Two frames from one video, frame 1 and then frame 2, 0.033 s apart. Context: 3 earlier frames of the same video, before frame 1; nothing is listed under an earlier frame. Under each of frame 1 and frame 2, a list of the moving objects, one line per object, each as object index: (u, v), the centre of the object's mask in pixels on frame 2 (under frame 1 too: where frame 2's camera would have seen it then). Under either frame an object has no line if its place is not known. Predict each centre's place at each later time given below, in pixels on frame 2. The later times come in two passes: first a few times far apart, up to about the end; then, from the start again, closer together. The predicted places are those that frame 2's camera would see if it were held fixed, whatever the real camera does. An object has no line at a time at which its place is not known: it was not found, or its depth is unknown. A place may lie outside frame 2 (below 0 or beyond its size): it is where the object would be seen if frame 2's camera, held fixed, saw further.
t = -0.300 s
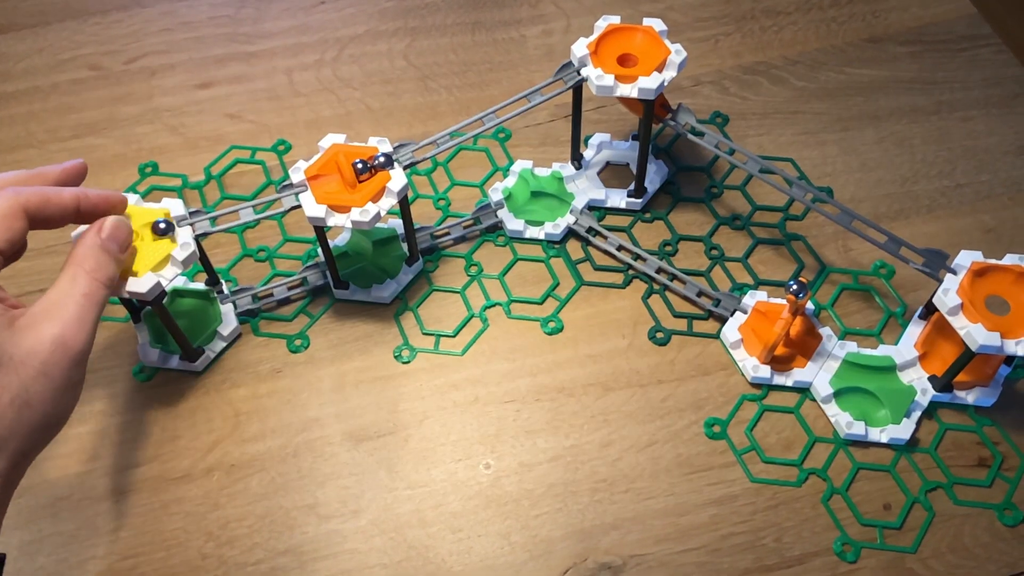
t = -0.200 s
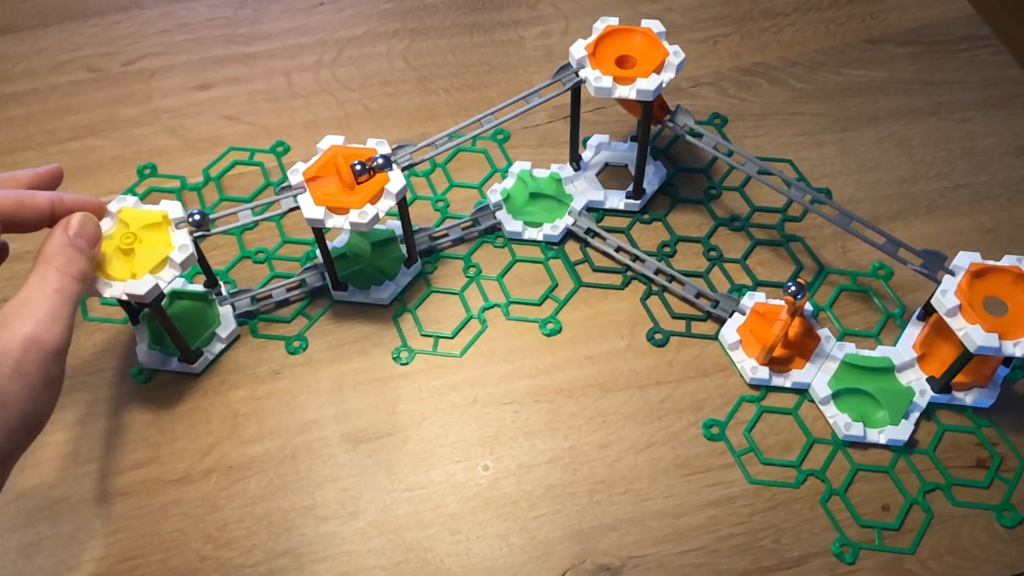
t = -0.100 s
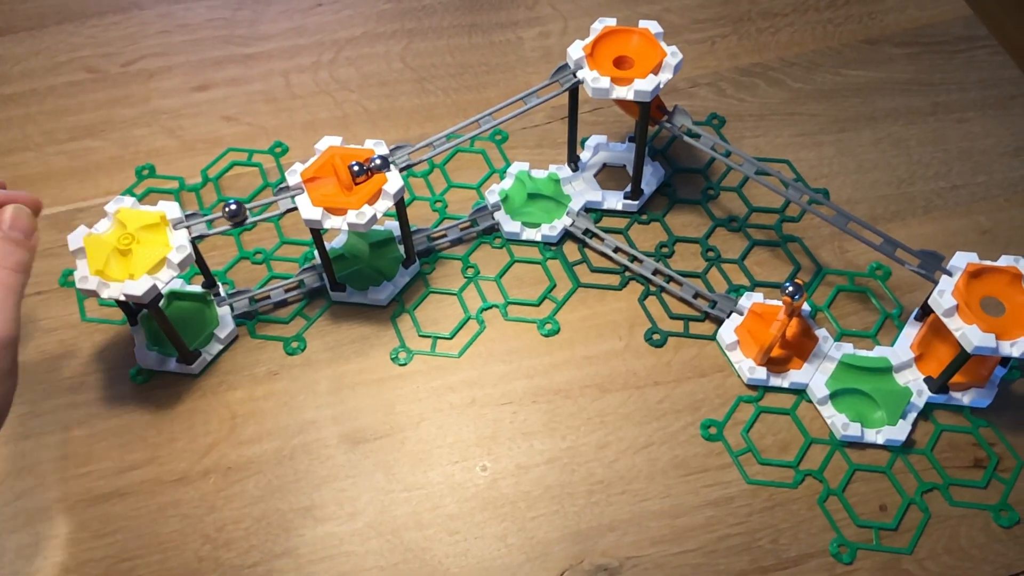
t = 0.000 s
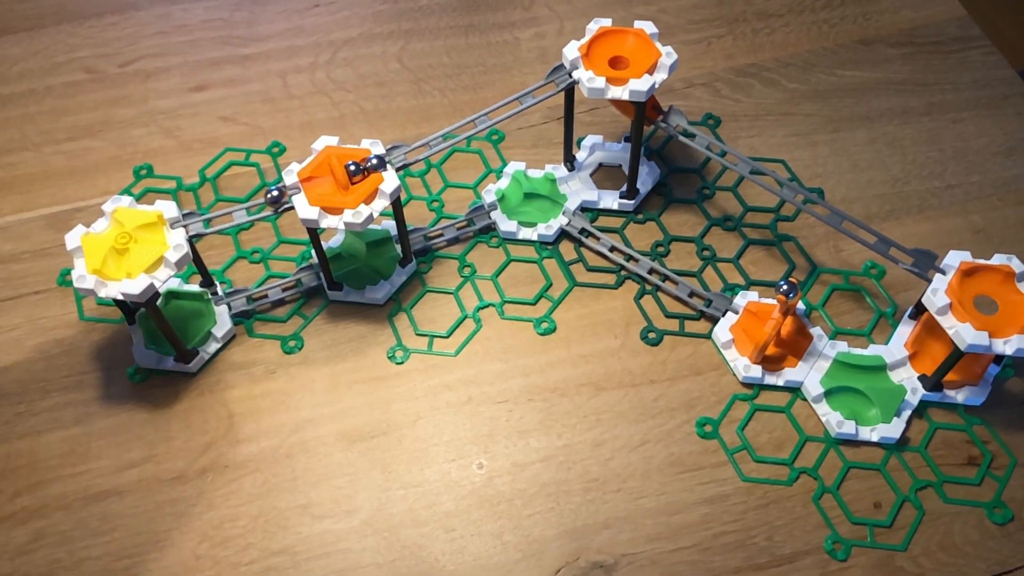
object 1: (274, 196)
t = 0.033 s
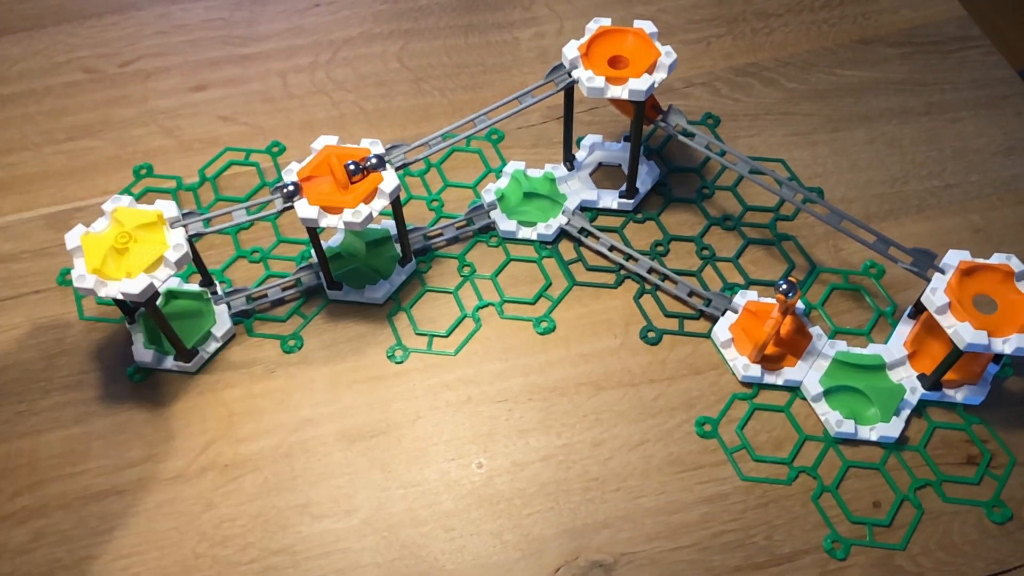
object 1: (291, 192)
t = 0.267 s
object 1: (326, 181)
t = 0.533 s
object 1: (326, 181)
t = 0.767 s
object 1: (325, 181)
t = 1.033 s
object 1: (326, 182)
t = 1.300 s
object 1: (325, 182)
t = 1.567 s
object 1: (326, 181)
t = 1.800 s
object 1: (326, 181)
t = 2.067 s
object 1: (325, 181)
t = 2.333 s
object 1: (325, 181)
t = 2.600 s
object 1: (325, 181)
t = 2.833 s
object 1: (326, 181)
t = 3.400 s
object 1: (326, 181)
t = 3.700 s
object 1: (325, 181)
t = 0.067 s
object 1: (311, 185)
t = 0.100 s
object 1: (324, 181)
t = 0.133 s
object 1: (327, 181)
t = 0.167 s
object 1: (327, 180)
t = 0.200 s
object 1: (325, 182)
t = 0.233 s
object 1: (325, 182)
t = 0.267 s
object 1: (326, 181)
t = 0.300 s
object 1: (326, 181)
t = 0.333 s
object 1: (325, 181)
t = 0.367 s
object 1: (326, 181)
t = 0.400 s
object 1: (326, 181)
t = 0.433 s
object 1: (325, 181)
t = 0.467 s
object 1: (326, 181)
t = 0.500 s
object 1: (326, 181)
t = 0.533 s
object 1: (326, 181)
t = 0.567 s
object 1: (325, 181)
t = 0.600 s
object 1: (326, 181)
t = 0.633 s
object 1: (326, 181)
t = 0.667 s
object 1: (326, 181)
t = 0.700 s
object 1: (326, 181)
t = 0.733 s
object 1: (326, 181)
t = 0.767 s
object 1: (325, 181)
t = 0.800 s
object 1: (326, 181)
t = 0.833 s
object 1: (326, 181)
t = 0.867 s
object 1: (326, 181)
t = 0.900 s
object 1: (326, 181)
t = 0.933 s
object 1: (326, 182)
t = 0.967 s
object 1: (326, 181)
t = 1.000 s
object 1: (325, 182)
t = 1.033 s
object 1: (326, 182)
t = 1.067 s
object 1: (326, 182)
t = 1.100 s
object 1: (326, 181)
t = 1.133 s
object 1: (326, 181)
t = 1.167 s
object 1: (326, 181)
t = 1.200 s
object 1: (326, 182)
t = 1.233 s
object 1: (326, 182)
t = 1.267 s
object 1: (326, 182)
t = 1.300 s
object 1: (325, 182)
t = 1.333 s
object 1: (326, 181)
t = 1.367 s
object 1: (326, 181)
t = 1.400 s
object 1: (326, 181)
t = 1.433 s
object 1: (326, 181)
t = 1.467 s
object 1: (326, 181)
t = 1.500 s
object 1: (326, 181)
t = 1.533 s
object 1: (325, 181)
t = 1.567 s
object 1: (326, 181)
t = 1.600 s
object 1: (326, 181)
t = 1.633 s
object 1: (326, 181)
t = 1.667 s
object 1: (326, 182)
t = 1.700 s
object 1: (326, 181)
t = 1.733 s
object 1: (326, 181)
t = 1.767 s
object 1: (326, 181)
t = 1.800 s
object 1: (326, 181)
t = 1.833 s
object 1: (326, 182)
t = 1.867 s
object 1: (326, 181)
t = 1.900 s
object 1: (325, 181)
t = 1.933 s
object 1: (326, 181)
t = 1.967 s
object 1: (326, 181)
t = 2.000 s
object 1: (325, 182)
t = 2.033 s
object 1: (325, 182)
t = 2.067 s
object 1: (325, 181)
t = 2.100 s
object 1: (326, 182)
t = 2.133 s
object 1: (325, 182)
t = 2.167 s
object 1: (325, 181)
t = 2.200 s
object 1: (326, 181)
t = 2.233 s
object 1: (326, 182)
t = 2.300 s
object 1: (326, 181)
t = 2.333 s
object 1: (325, 181)
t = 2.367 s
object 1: (326, 181)
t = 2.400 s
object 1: (326, 181)
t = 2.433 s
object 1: (326, 181)
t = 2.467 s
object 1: (325, 181)
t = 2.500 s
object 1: (325, 181)
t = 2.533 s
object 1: (325, 181)
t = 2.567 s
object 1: (325, 181)
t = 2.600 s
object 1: (325, 181)
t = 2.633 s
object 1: (325, 181)
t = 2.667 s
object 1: (325, 181)
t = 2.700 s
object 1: (325, 181)
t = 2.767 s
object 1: (325, 181)
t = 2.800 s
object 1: (326, 181)
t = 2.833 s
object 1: (326, 181)
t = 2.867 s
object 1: (326, 181)
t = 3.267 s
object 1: (326, 181)
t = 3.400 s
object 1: (326, 181)
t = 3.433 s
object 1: (326, 181)
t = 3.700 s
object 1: (325, 181)
